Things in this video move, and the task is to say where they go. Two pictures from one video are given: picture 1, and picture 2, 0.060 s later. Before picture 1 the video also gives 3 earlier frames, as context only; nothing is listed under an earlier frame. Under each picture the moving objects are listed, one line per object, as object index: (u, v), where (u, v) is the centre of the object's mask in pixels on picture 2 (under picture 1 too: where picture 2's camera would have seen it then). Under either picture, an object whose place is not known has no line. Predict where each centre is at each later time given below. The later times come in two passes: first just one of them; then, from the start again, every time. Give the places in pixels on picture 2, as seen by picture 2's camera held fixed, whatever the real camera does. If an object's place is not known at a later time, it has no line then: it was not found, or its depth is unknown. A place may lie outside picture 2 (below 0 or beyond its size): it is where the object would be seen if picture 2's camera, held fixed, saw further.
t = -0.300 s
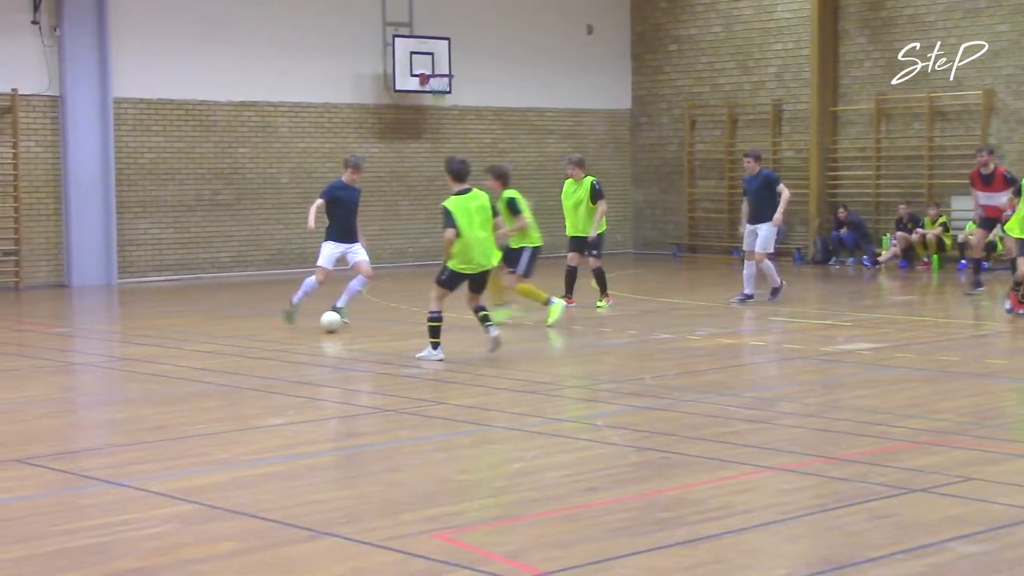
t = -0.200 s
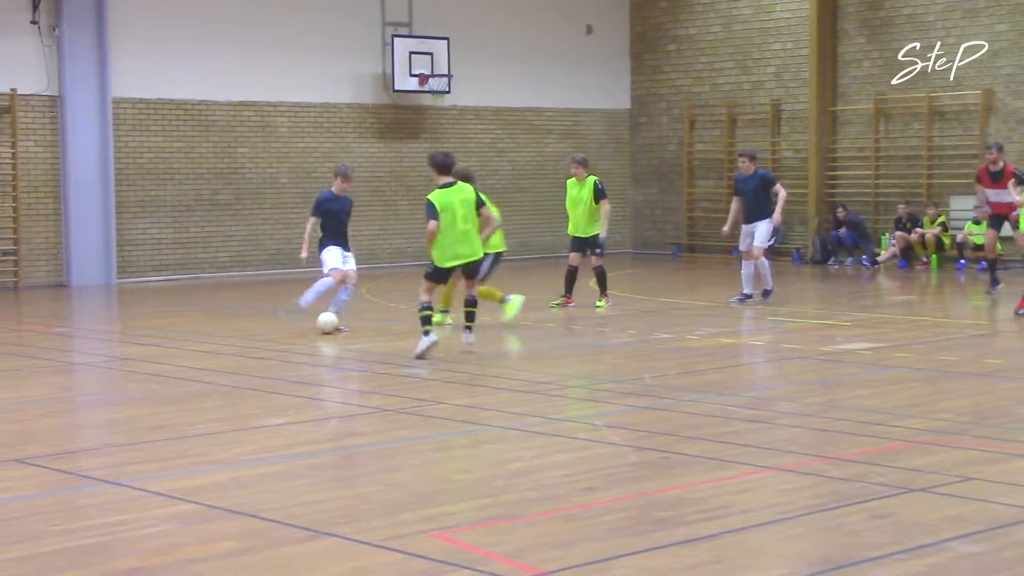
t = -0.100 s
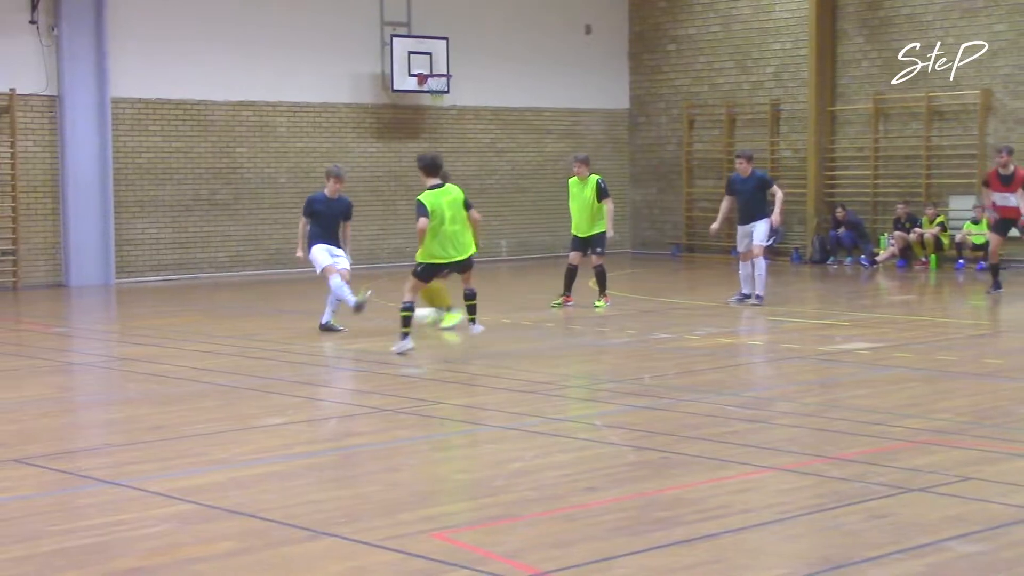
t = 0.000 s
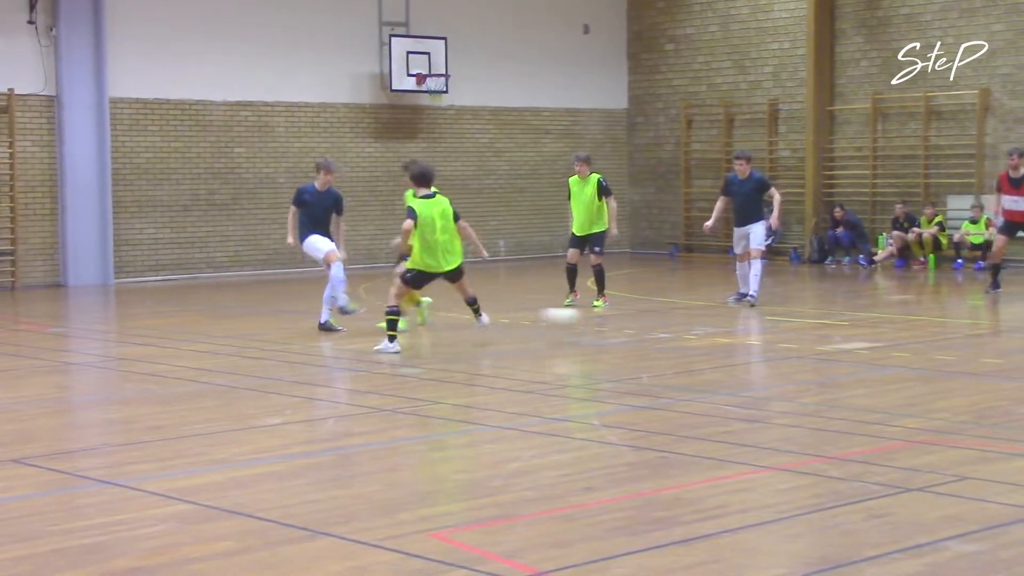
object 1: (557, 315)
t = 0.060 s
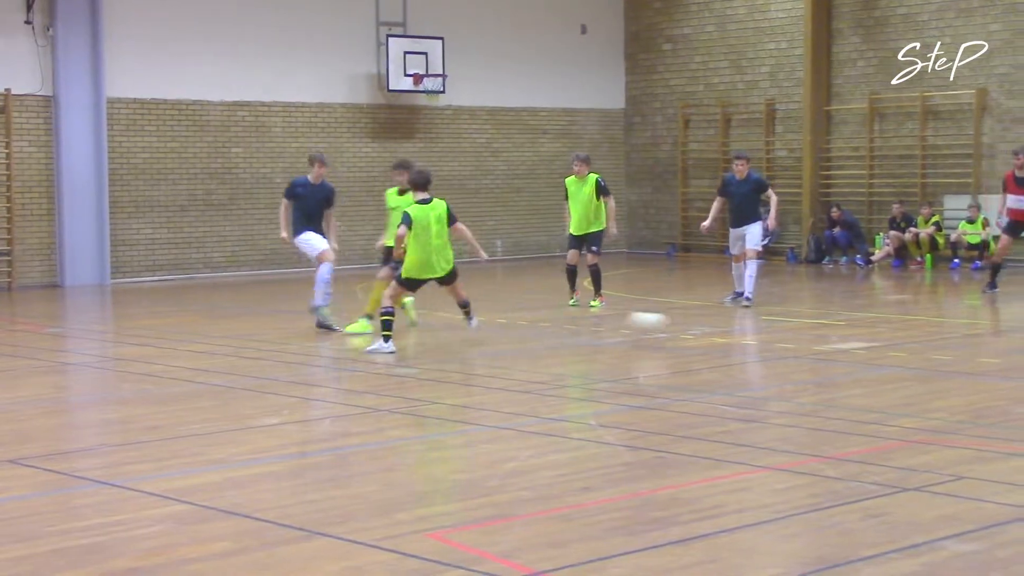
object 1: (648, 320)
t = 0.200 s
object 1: (858, 337)
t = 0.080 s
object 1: (677, 323)
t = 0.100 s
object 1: (706, 326)
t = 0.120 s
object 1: (737, 329)
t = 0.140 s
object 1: (769, 334)
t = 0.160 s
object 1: (799, 337)
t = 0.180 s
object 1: (828, 337)
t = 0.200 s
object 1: (858, 337)
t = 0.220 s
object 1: (887, 336)
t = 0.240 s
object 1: (916, 338)
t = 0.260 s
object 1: (947, 339)
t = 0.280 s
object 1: (978, 343)
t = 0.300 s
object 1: (1009, 345)
